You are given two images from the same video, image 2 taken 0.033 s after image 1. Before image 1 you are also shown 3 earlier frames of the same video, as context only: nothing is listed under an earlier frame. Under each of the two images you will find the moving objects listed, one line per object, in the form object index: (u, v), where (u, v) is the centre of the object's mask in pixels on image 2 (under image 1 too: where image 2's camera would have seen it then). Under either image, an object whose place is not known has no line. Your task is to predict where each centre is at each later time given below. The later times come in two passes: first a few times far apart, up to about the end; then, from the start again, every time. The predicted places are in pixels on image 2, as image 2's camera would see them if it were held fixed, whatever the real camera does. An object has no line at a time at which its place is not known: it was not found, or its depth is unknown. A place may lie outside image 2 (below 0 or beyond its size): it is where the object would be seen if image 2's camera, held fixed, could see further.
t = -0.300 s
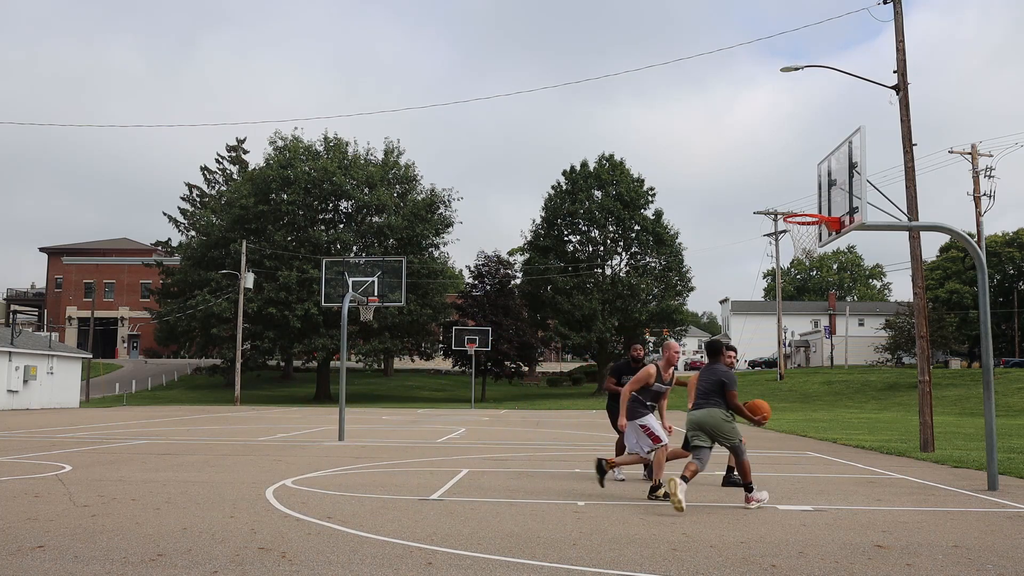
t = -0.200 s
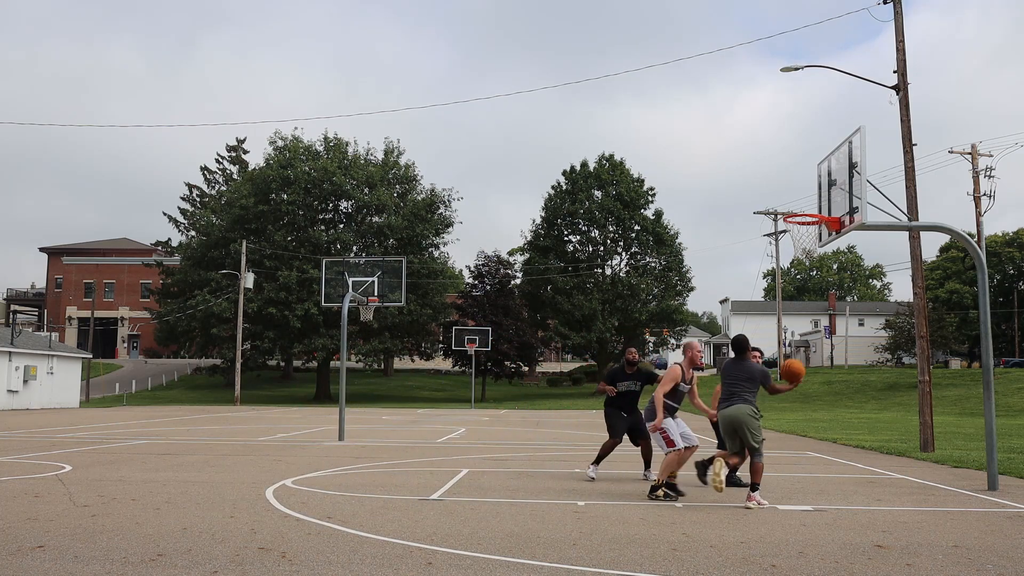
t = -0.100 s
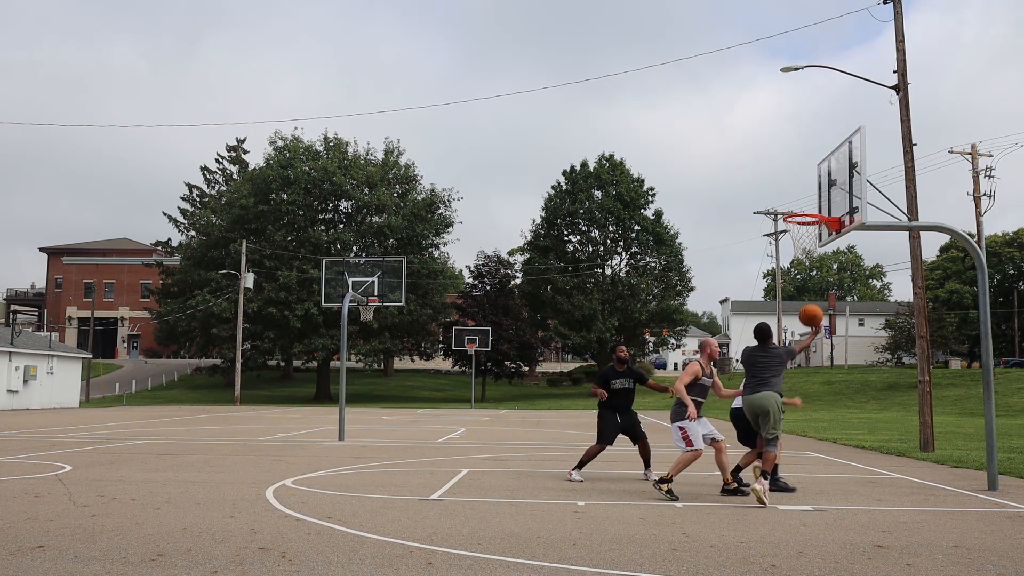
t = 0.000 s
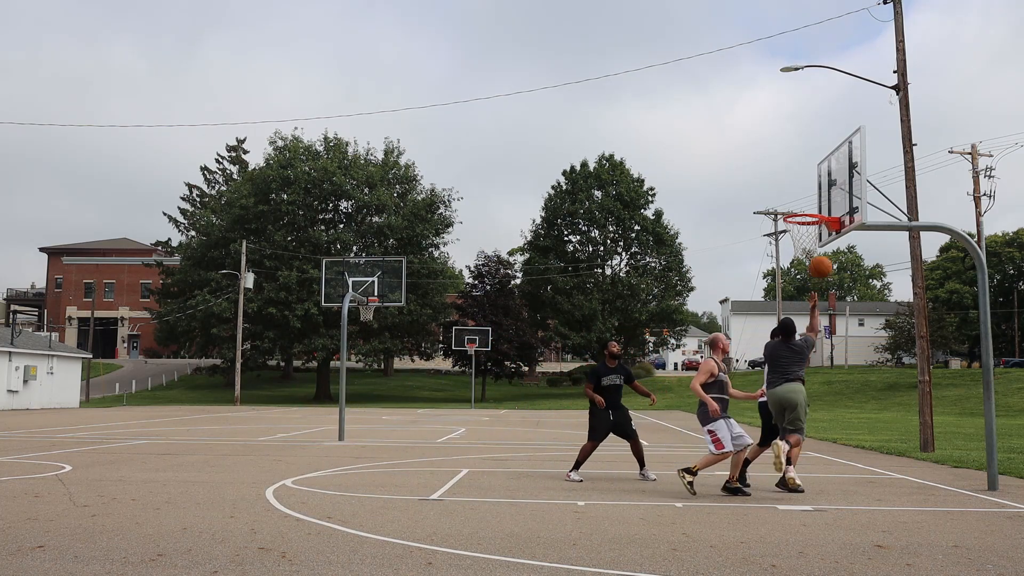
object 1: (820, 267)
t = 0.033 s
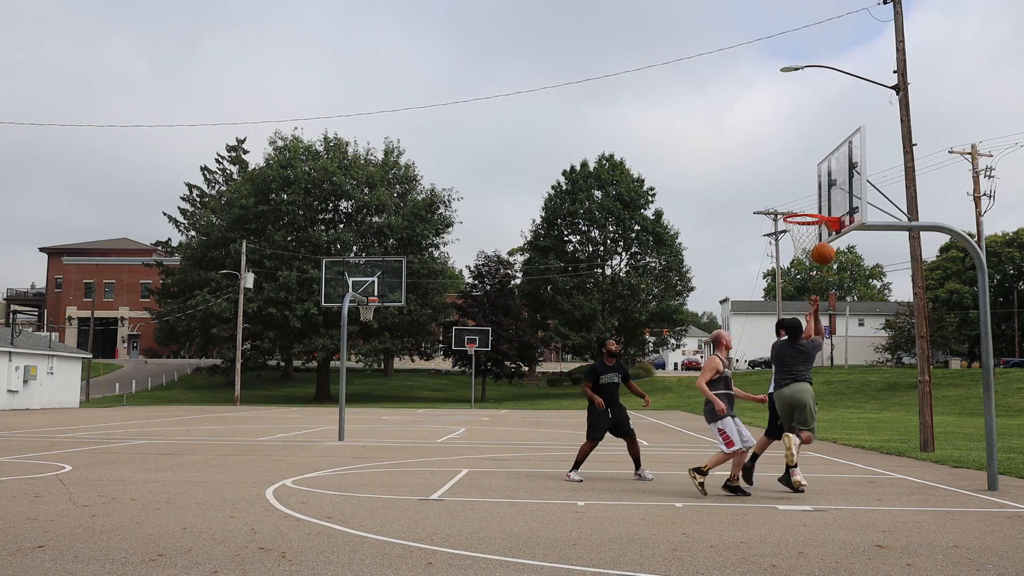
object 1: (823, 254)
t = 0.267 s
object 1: (839, 191)
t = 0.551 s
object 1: (801, 193)
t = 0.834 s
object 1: (807, 207)
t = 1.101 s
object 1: (817, 202)
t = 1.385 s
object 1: (816, 203)
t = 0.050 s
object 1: (824, 247)
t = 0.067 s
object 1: (826, 241)
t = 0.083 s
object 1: (827, 235)
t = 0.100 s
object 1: (829, 229)
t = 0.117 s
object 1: (830, 224)
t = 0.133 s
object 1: (831, 220)
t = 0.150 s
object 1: (833, 214)
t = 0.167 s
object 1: (834, 210)
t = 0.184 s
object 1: (835, 206)
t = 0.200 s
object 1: (837, 202)
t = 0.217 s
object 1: (838, 198)
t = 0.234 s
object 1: (840, 195)
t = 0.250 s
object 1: (840, 193)
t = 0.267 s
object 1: (839, 191)
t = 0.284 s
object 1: (836, 189)
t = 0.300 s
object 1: (834, 187)
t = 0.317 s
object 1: (832, 186)
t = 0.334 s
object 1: (829, 185)
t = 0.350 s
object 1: (827, 184)
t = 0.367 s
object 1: (825, 183)
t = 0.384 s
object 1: (823, 183)
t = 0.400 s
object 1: (821, 183)
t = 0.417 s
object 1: (818, 183)
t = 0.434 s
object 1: (816, 184)
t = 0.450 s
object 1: (814, 184)
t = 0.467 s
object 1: (811, 185)
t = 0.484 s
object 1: (809, 186)
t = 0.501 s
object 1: (807, 187)
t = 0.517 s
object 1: (805, 189)
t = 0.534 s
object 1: (803, 190)
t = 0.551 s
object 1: (801, 193)
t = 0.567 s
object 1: (799, 195)
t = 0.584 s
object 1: (797, 197)
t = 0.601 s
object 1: (795, 200)
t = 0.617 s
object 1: (793, 203)
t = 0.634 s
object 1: (791, 205)
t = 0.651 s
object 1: (789, 207)
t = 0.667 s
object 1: (790, 207)
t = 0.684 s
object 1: (792, 206)
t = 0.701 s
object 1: (793, 206)
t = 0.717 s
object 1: (795, 206)
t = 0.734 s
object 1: (797, 205)
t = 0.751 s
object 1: (798, 205)
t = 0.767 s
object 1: (800, 205)
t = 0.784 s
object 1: (802, 205)
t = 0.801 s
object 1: (803, 206)
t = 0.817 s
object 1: (805, 206)
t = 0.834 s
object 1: (807, 207)
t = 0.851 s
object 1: (809, 208)
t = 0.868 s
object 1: (810, 208)
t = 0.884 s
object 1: (811, 208)
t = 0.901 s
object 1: (811, 206)
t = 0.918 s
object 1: (812, 205)
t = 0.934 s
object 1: (812, 205)
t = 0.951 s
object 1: (812, 204)
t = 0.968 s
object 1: (813, 203)
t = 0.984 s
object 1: (813, 202)
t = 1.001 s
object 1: (814, 201)
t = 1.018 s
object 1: (814, 200)
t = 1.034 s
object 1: (815, 200)
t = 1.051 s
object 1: (815, 200)
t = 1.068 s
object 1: (815, 200)
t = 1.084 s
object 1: (816, 201)
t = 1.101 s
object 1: (817, 202)
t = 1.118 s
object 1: (817, 203)
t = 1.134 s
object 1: (818, 203)
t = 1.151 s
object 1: (818, 205)
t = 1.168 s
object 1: (819, 206)
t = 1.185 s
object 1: (820, 207)
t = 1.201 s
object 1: (820, 207)
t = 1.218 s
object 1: (820, 206)
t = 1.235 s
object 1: (819, 206)
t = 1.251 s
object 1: (819, 205)
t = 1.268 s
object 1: (819, 204)
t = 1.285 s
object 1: (818, 203)
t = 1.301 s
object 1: (817, 203)
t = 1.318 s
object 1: (817, 202)
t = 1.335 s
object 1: (817, 202)
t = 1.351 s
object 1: (817, 202)
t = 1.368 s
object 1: (816, 202)
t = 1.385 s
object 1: (816, 203)
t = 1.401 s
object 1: (816, 203)
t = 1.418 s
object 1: (816, 204)
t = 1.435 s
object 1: (815, 205)
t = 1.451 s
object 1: (815, 206)
